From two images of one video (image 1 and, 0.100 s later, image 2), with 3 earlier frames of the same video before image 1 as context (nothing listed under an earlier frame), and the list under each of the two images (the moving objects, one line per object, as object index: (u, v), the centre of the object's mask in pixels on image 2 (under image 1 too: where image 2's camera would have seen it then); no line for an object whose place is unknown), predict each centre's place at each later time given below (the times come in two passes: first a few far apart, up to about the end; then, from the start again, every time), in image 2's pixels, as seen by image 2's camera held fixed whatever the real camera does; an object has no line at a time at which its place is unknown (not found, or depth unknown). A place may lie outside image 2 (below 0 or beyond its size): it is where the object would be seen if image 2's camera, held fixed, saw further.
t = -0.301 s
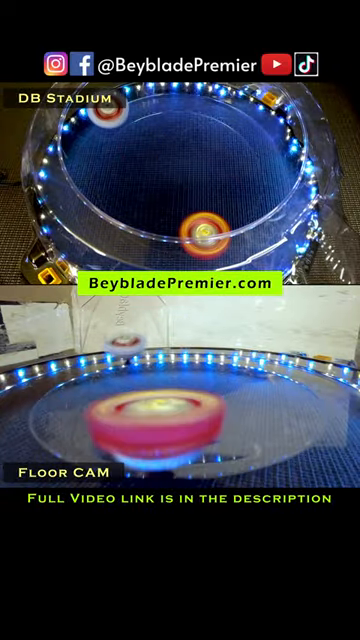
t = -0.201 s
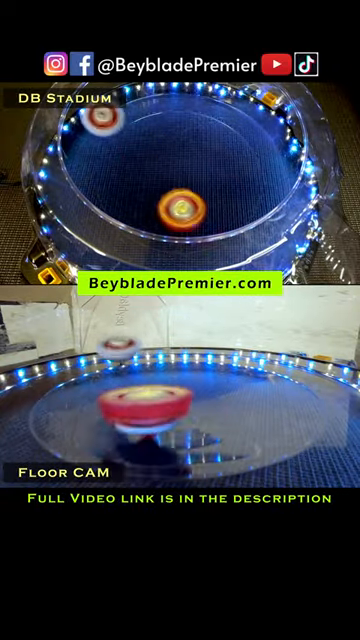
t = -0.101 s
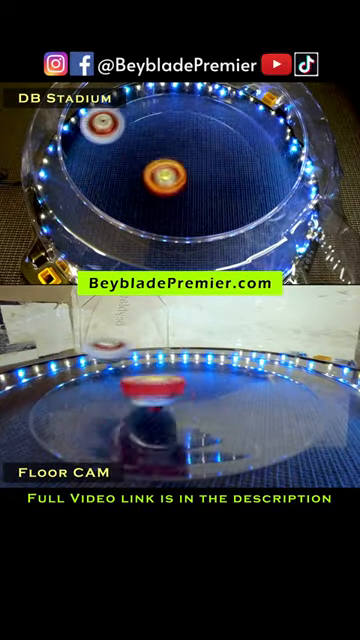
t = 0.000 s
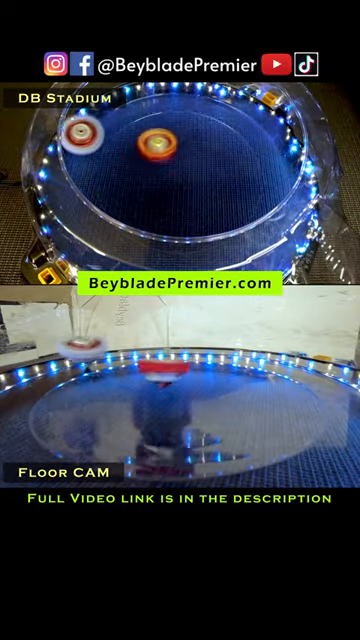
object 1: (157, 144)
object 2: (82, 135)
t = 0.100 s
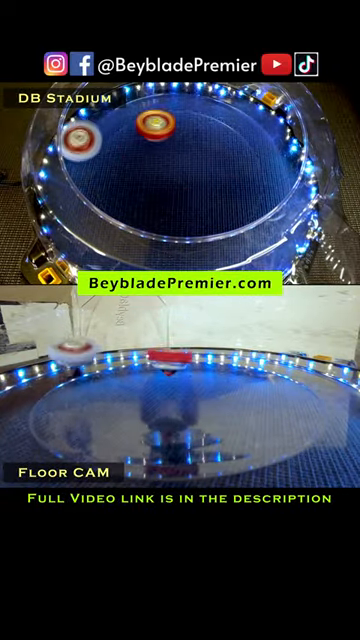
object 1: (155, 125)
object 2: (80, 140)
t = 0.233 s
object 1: (155, 122)
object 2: (79, 152)
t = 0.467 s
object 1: (166, 172)
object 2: (77, 176)
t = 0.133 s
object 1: (155, 121)
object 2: (81, 142)
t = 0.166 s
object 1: (155, 120)
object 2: (84, 144)
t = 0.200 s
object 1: (155, 120)
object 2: (83, 148)
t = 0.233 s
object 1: (155, 122)
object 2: (79, 152)
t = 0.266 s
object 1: (156, 125)
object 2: (74, 158)
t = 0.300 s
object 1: (157, 130)
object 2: (71, 162)
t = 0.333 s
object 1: (157, 136)
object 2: (75, 163)
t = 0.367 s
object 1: (158, 144)
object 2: (74, 167)
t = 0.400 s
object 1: (160, 153)
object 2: (71, 173)
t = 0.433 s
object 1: (163, 163)
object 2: (71, 177)
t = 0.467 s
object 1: (166, 172)
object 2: (77, 176)
